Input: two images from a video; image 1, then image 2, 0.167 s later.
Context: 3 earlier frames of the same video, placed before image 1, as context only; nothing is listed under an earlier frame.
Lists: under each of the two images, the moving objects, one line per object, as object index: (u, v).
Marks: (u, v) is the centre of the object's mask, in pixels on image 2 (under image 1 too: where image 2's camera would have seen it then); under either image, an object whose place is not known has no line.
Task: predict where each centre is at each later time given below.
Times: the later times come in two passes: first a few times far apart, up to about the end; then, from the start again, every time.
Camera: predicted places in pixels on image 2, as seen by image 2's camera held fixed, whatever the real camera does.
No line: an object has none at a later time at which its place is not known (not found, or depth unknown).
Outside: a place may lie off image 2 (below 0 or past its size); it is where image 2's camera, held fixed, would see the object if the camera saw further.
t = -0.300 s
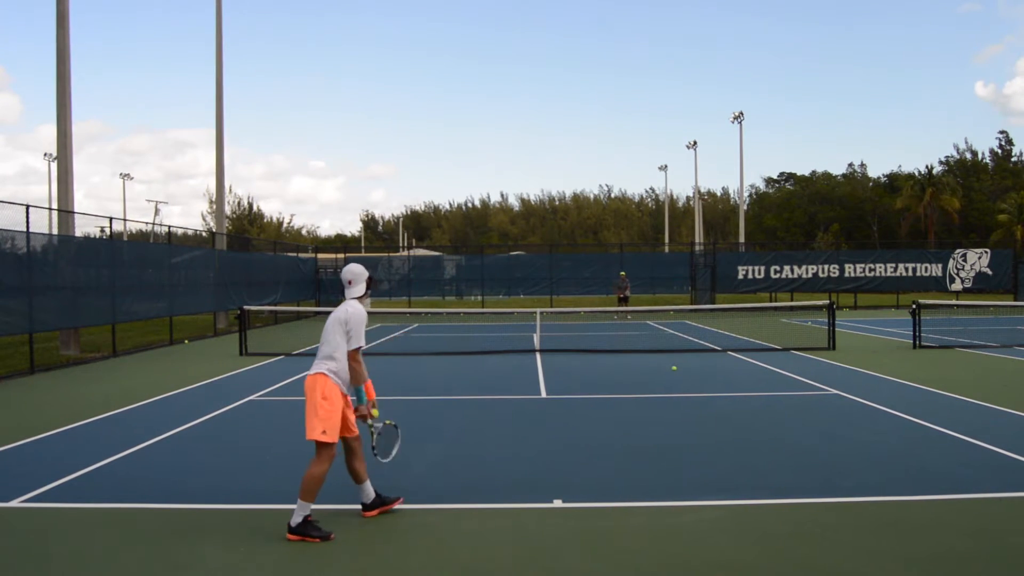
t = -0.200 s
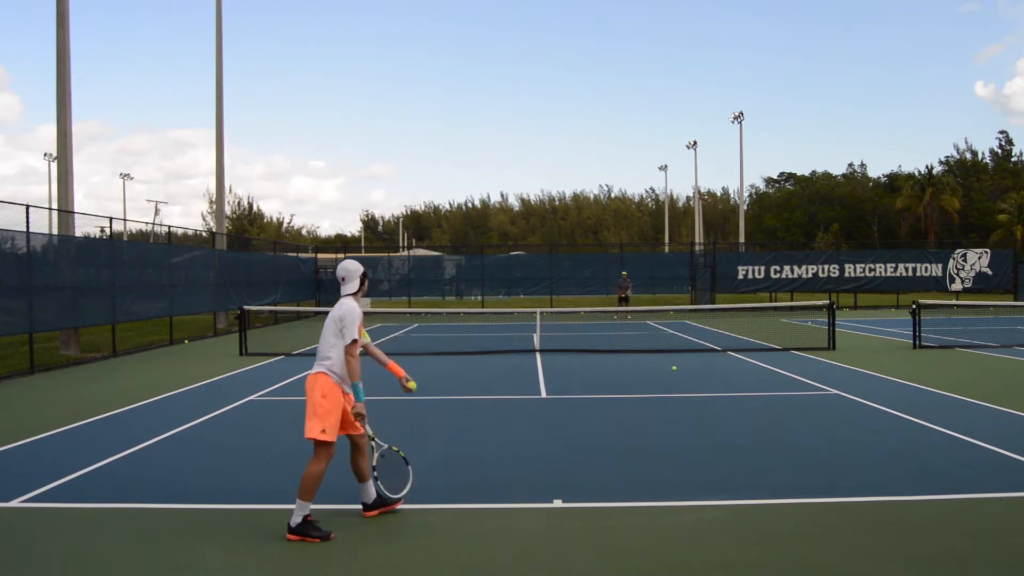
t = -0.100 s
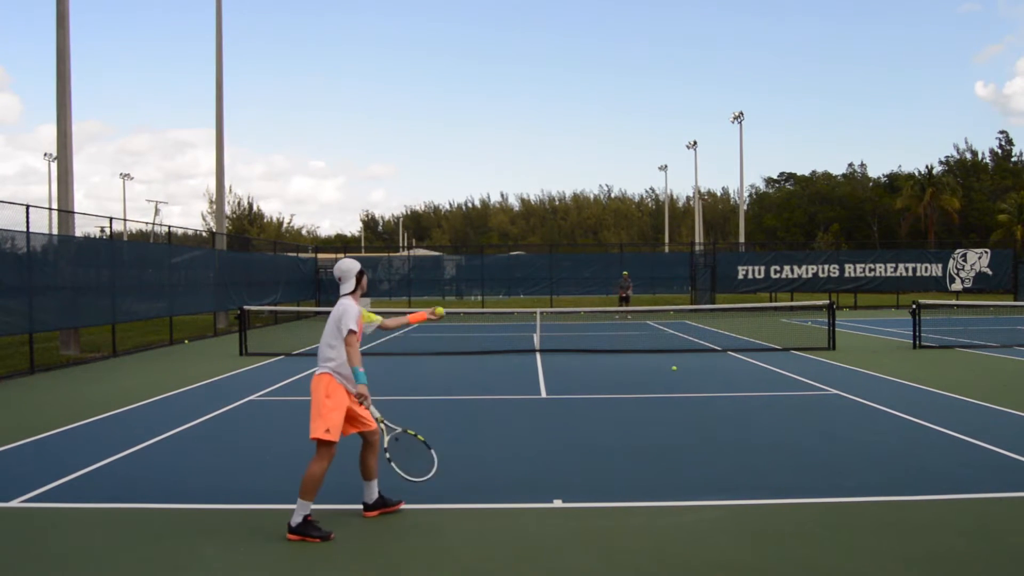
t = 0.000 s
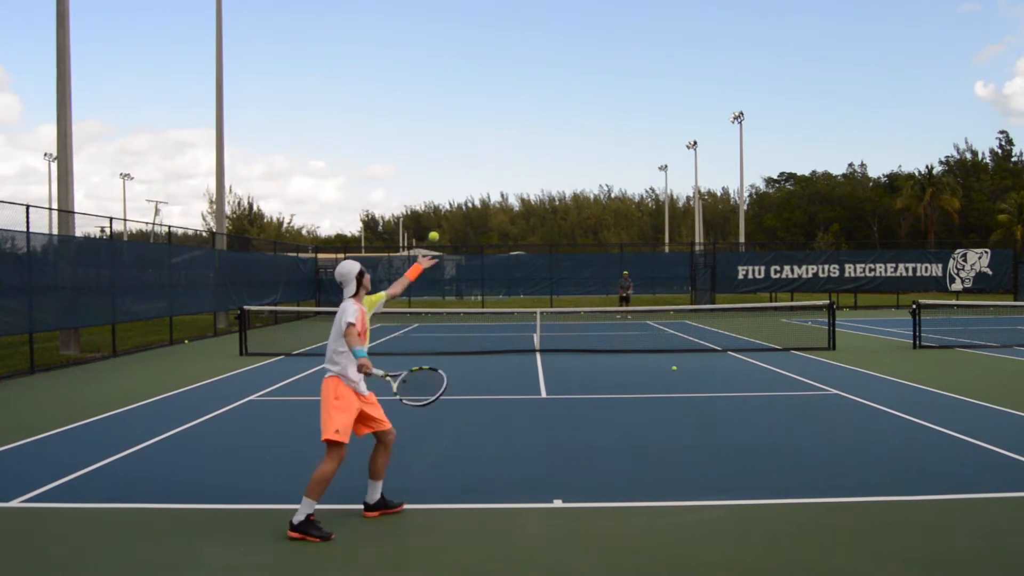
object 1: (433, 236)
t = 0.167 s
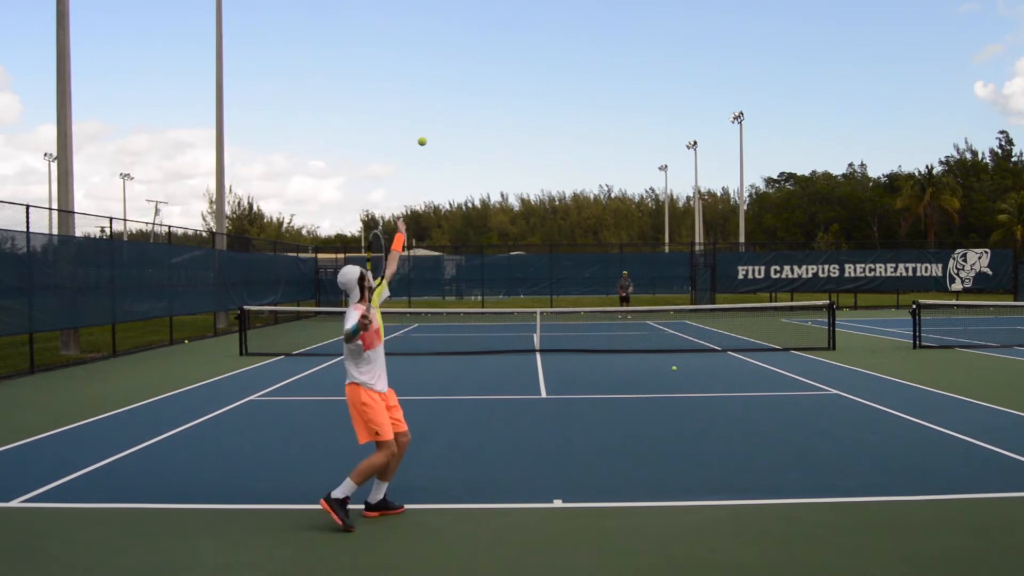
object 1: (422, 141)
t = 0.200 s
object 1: (420, 127)
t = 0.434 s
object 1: (405, 67)
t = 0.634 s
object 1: (393, 72)
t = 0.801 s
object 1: (383, 116)
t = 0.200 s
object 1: (420, 127)
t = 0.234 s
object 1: (417, 113)
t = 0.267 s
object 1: (415, 102)
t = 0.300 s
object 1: (413, 92)
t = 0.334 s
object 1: (411, 84)
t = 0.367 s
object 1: (409, 76)
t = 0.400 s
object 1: (407, 71)
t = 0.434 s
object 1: (405, 67)
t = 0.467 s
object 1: (403, 64)
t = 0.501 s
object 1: (400, 63)
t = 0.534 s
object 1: (399, 63)
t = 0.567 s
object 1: (397, 64)
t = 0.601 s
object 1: (394, 67)
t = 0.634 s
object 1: (393, 72)
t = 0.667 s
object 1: (391, 78)
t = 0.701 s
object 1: (389, 85)
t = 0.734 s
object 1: (387, 94)
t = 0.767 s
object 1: (385, 104)
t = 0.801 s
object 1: (383, 116)
